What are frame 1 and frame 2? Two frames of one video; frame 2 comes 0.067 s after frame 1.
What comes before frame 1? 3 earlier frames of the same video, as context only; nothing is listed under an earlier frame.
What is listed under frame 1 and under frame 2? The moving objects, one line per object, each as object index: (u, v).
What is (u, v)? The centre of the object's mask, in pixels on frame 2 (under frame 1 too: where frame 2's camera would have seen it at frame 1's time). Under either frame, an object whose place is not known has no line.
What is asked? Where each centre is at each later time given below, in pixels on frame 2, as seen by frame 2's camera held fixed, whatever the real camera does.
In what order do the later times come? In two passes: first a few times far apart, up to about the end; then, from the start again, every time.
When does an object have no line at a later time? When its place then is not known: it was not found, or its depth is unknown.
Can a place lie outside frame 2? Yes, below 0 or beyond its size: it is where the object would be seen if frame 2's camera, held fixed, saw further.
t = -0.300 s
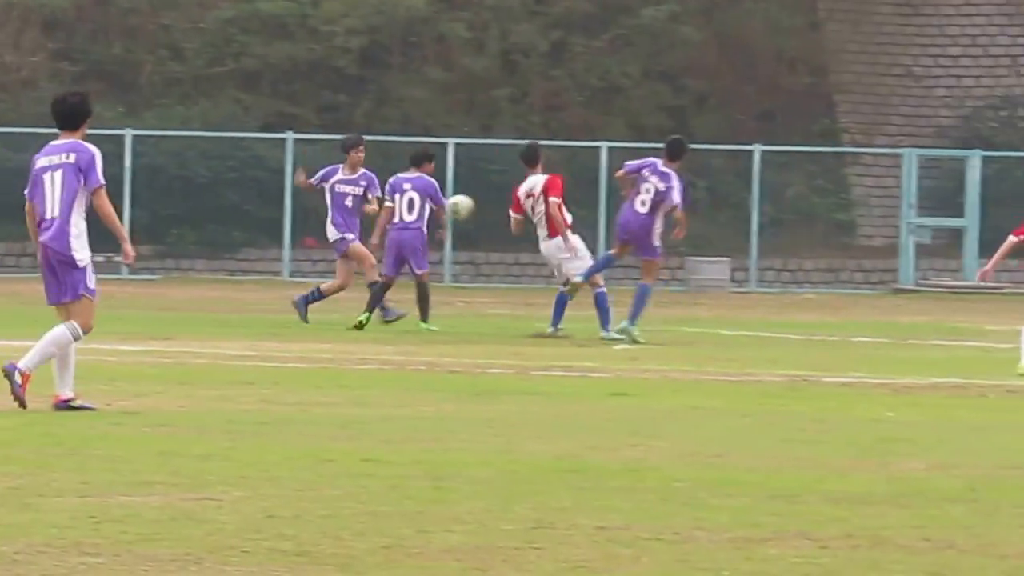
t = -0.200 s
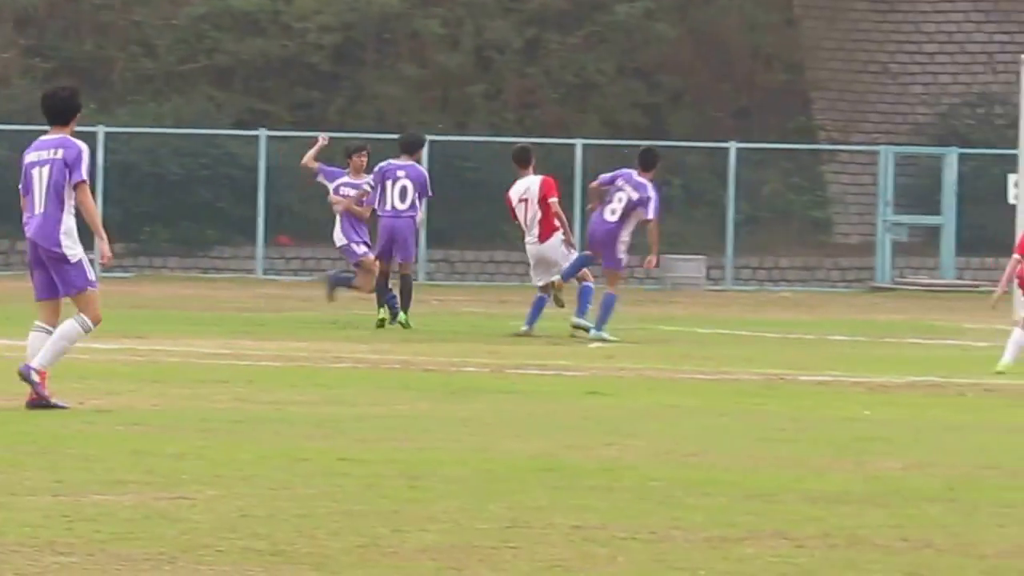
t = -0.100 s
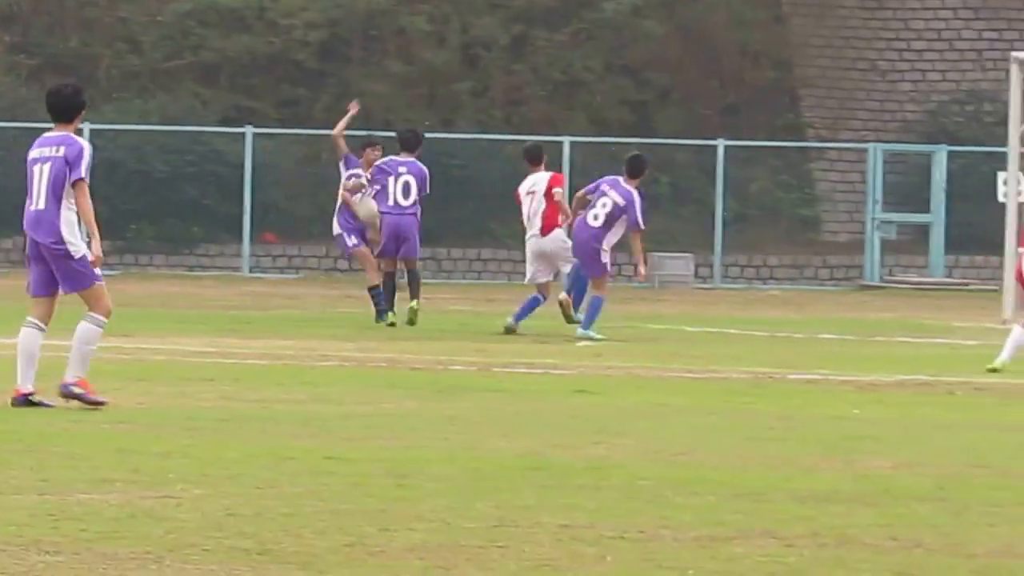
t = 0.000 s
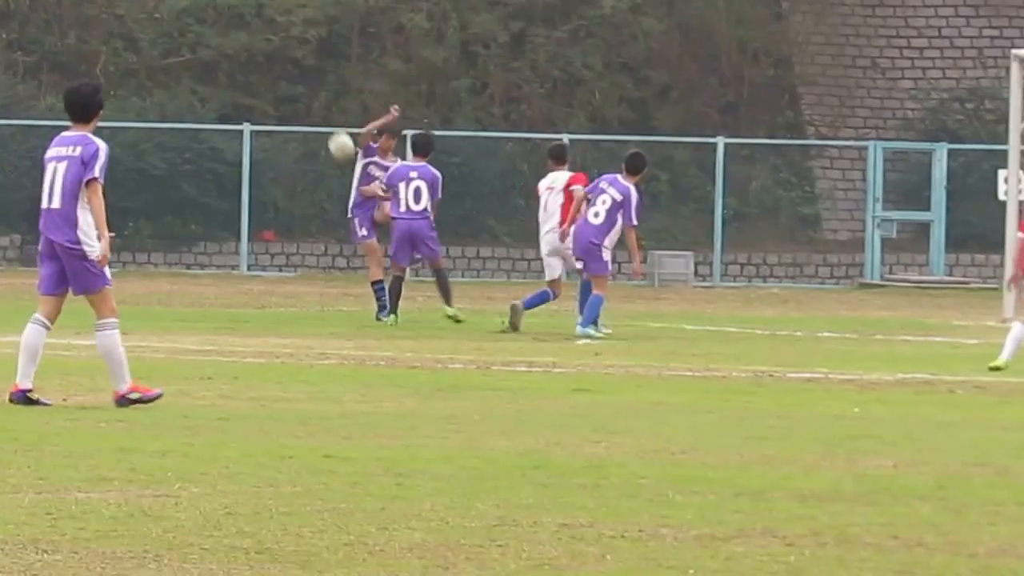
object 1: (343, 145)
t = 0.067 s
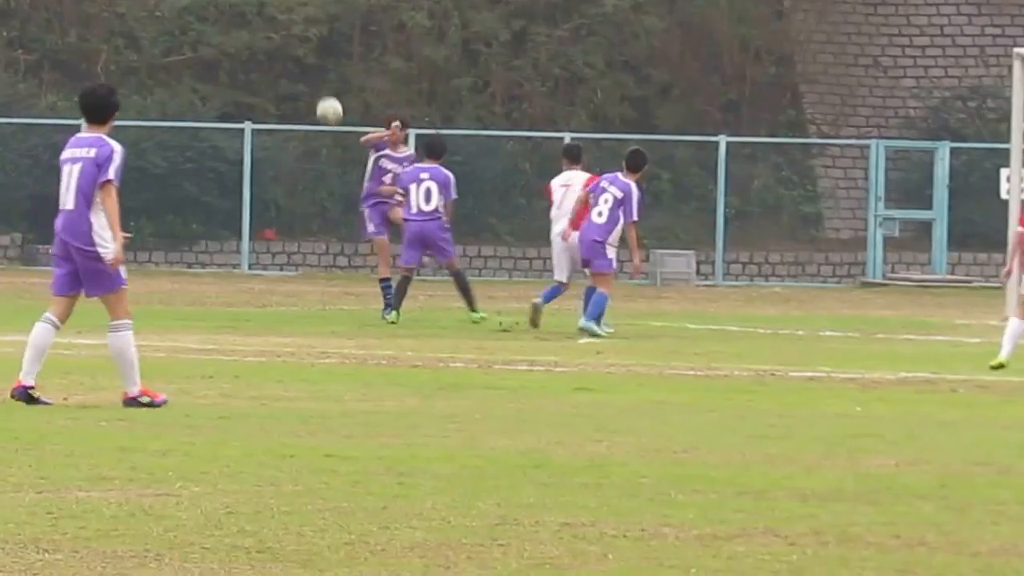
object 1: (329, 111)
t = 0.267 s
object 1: (287, 39)
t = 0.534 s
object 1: (229, 15)
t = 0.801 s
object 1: (166, 66)
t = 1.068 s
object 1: (101, 203)
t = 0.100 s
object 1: (323, 96)
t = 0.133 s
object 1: (316, 83)
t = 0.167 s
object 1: (309, 69)
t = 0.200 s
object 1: (302, 58)
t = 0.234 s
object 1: (295, 48)
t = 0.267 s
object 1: (287, 39)
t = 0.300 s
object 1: (280, 31)
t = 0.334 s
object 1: (273, 25)
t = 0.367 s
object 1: (266, 19)
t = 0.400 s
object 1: (258, 17)
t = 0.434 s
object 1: (251, 15)
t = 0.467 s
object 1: (243, 15)
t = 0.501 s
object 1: (236, 15)
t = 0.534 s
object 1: (229, 15)
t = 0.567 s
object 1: (221, 16)
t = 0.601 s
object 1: (214, 19)
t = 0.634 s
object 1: (206, 22)
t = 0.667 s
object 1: (198, 29)
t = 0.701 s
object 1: (190, 37)
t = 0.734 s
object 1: (183, 45)
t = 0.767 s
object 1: (175, 55)
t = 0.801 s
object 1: (166, 66)
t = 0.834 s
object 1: (158, 78)
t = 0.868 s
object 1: (151, 92)
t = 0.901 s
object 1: (142, 108)
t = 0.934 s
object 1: (134, 124)
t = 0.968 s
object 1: (126, 142)
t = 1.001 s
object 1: (118, 161)
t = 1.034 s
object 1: (109, 183)
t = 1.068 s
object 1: (101, 203)
